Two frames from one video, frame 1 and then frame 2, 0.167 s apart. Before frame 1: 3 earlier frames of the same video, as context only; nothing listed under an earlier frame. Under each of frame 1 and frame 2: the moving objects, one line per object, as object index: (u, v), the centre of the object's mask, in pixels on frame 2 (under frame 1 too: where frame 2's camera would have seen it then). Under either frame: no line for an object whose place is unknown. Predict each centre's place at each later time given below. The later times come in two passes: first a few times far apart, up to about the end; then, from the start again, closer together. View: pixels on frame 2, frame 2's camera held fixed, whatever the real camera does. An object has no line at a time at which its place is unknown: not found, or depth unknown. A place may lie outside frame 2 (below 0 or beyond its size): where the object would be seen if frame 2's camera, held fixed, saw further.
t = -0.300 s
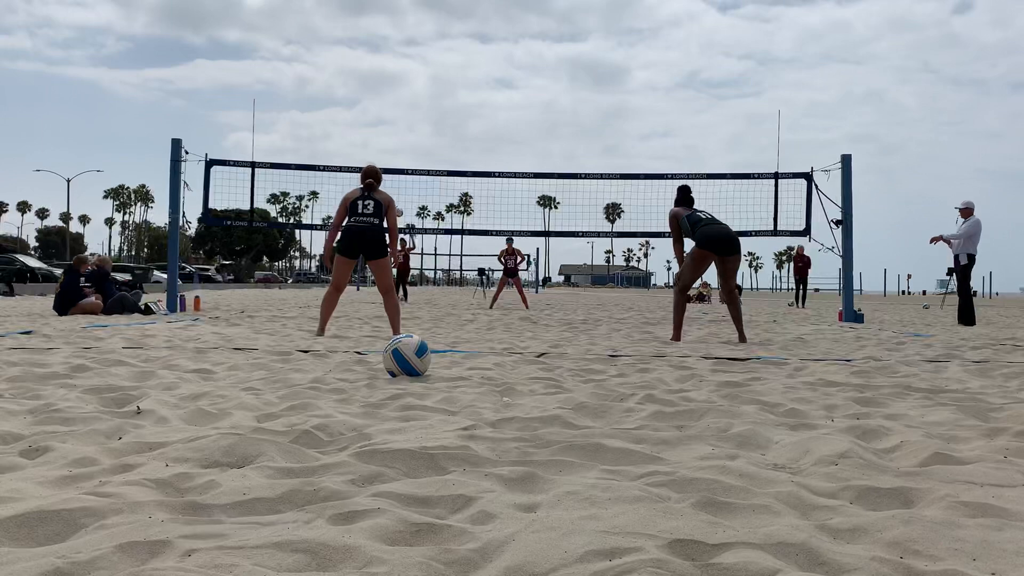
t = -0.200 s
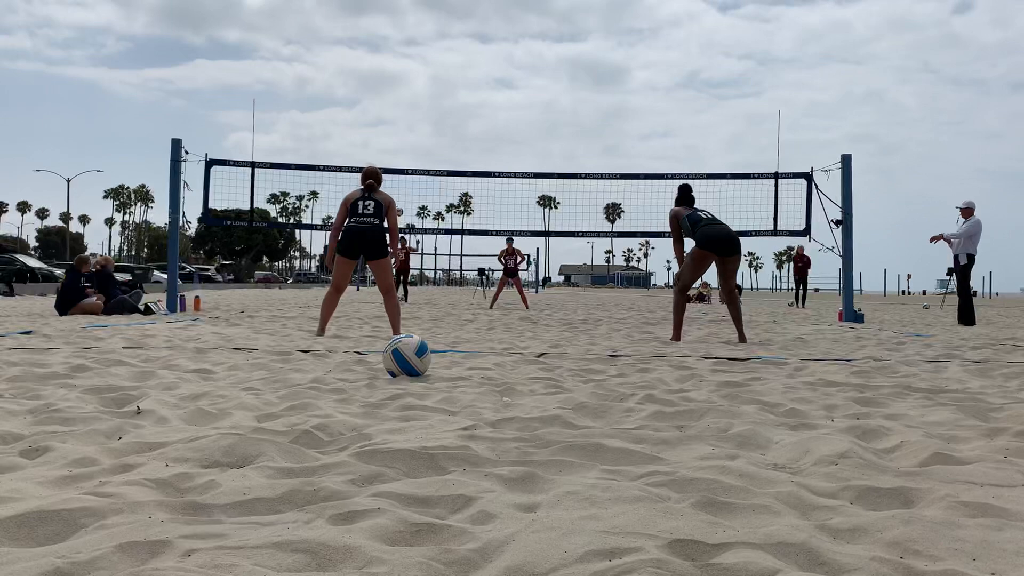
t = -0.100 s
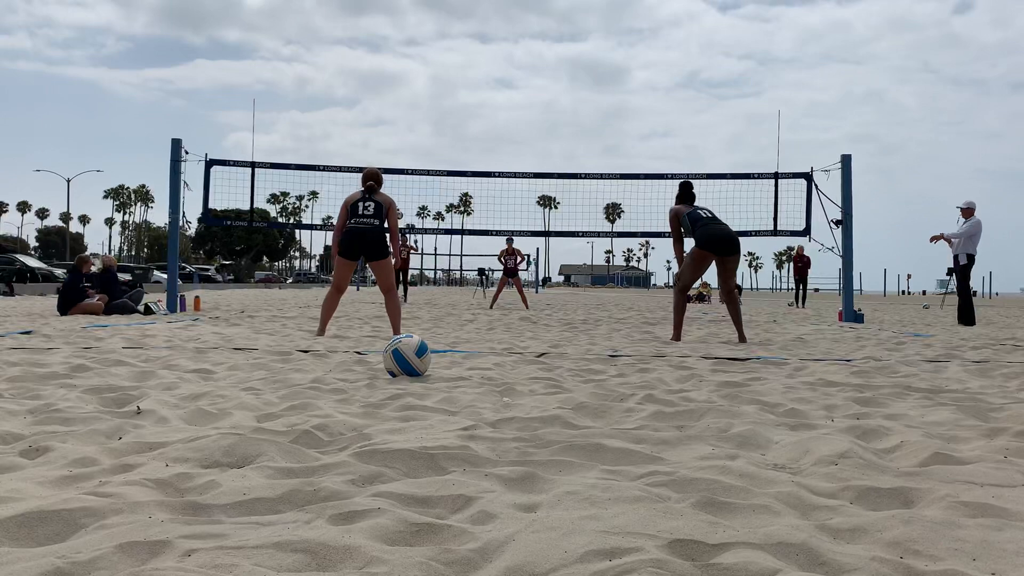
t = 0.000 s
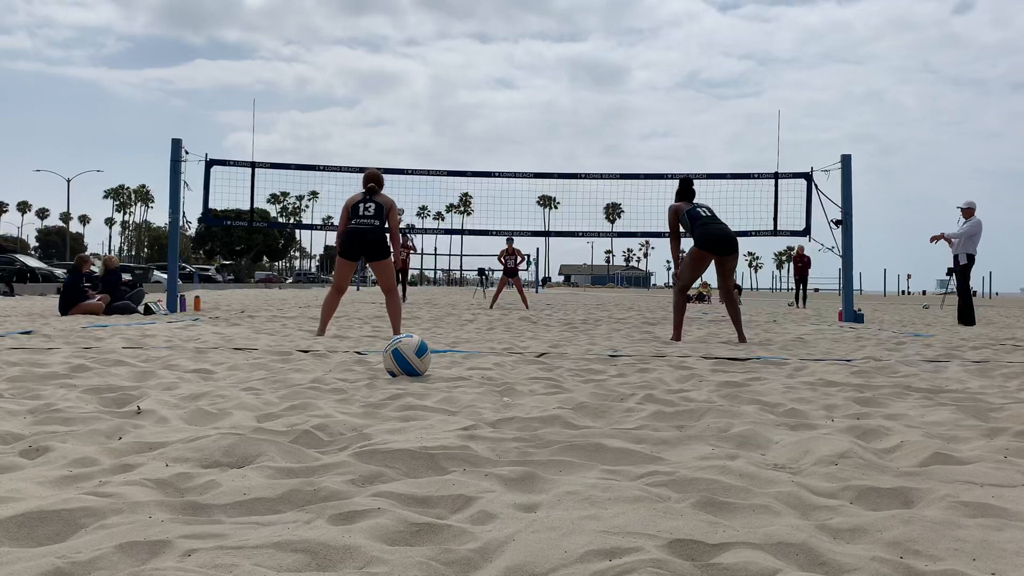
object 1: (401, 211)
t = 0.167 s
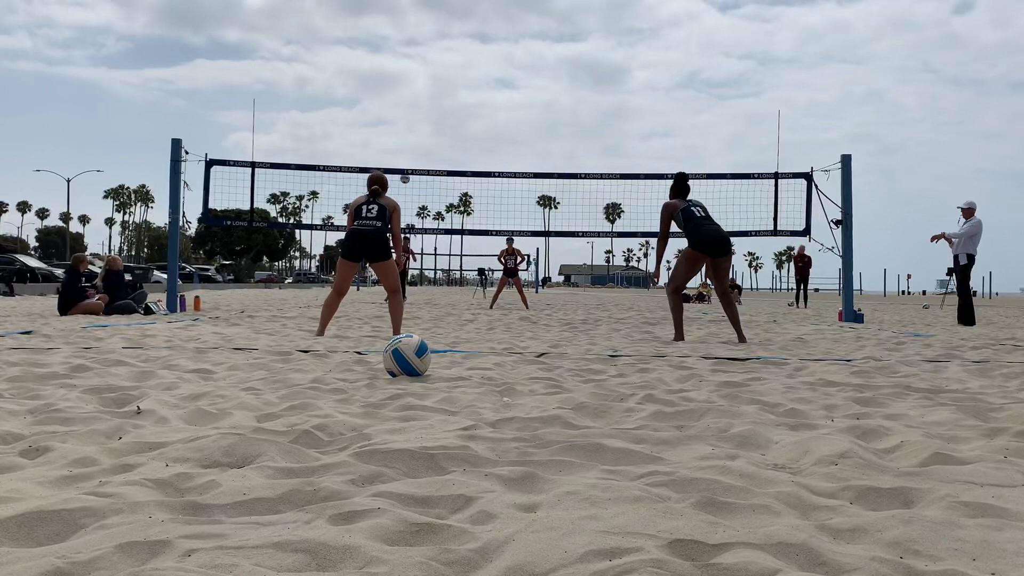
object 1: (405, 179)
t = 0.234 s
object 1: (407, 165)
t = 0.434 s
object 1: (416, 138)
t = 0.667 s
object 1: (428, 132)
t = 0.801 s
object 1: (434, 149)
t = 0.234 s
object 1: (407, 165)
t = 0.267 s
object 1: (408, 161)
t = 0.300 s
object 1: (410, 155)
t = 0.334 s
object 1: (411, 151)
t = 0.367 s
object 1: (413, 146)
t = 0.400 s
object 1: (414, 142)
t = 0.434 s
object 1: (416, 138)
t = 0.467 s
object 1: (418, 135)
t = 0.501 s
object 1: (420, 133)
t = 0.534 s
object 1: (421, 131)
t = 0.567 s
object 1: (423, 130)
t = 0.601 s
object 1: (425, 130)
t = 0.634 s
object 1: (426, 130)
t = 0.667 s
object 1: (428, 132)
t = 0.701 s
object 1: (430, 134)
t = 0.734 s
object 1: (431, 138)
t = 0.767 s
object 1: (433, 143)
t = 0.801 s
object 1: (434, 149)
